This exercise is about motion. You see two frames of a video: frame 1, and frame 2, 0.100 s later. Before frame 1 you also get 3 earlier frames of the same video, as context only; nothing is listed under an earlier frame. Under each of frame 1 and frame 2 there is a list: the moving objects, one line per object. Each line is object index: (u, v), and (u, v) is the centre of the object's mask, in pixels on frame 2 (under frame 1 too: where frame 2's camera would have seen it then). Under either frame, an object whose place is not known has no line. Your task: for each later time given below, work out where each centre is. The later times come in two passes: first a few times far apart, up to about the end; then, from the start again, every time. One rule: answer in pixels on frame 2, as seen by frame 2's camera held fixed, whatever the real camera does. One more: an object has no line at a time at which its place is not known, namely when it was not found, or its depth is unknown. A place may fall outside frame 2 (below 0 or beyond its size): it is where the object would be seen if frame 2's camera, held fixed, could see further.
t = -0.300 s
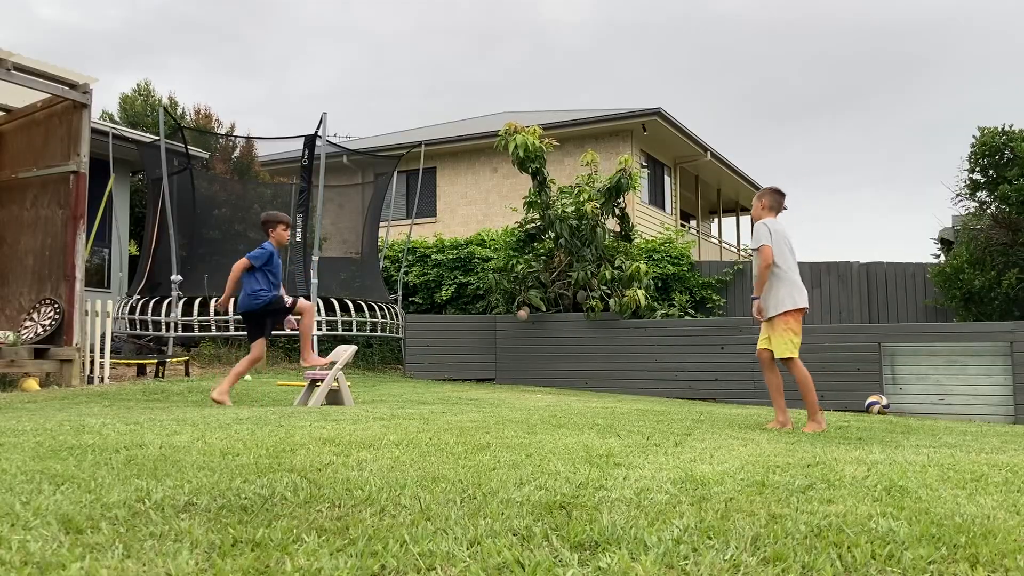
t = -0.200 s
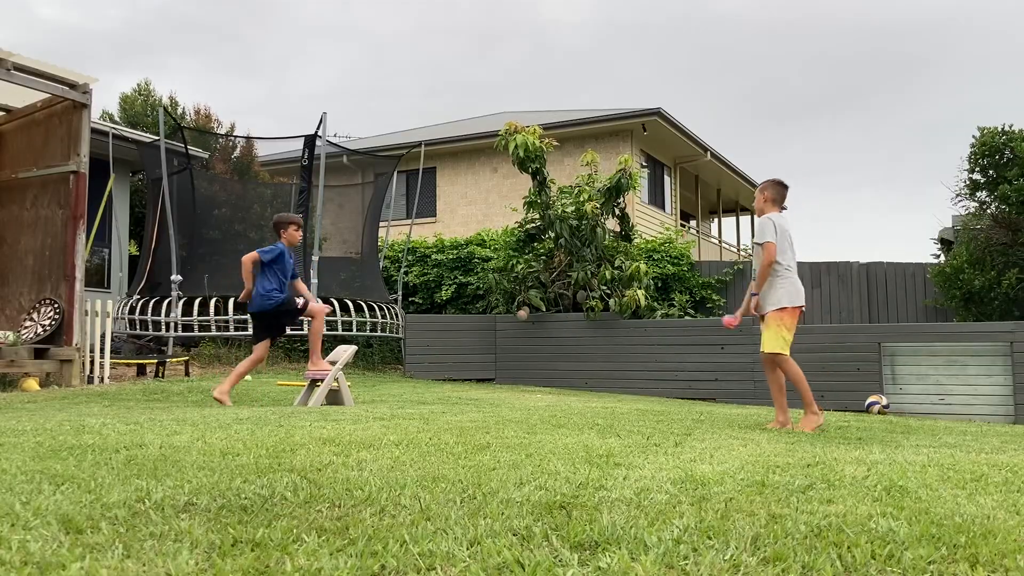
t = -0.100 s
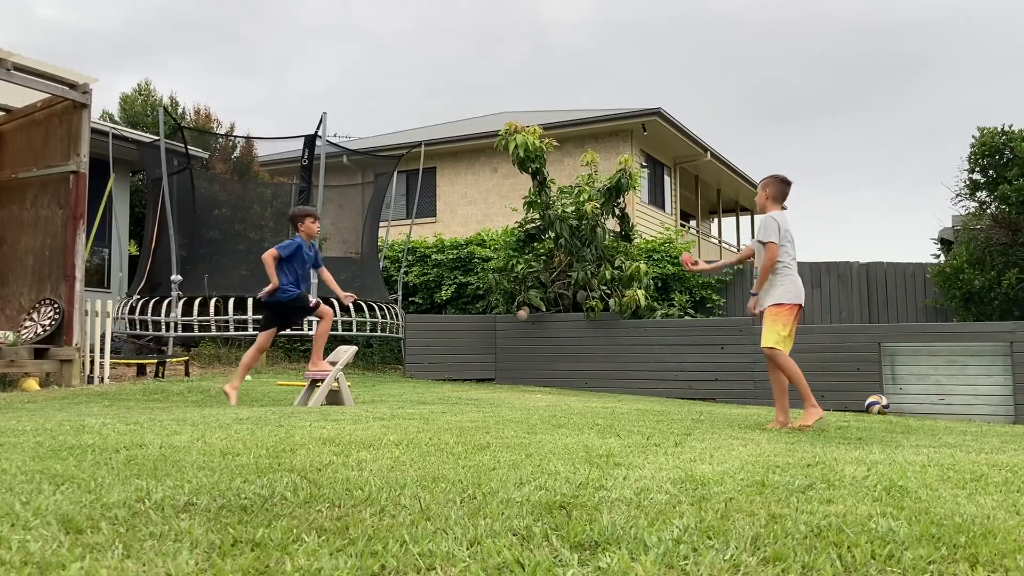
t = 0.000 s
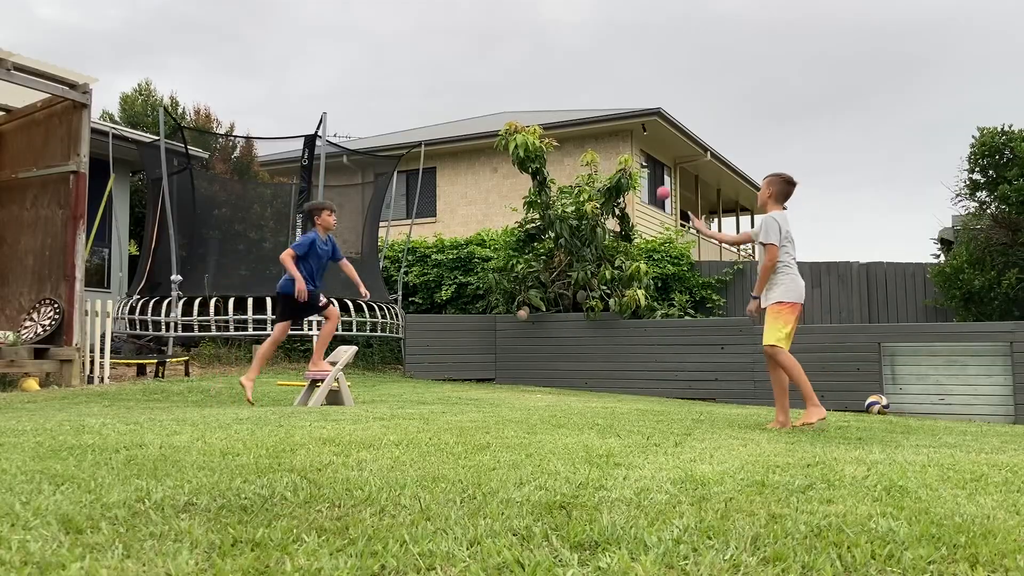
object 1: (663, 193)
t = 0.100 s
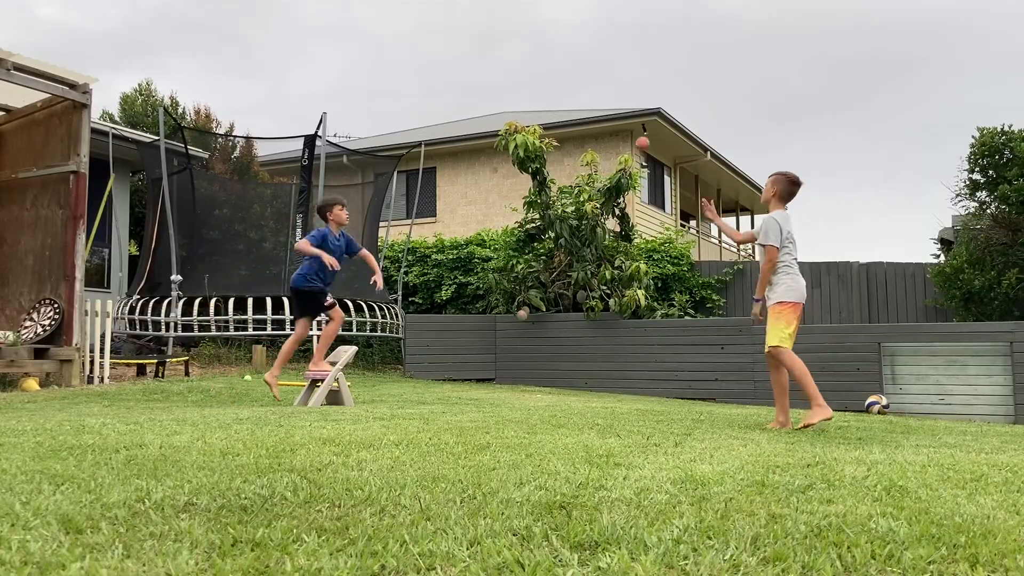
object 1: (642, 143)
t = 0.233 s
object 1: (616, 102)
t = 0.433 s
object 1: (580, 89)
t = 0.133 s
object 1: (636, 130)
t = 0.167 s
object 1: (629, 119)
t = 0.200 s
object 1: (622, 109)
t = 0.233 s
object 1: (616, 102)
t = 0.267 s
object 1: (610, 96)
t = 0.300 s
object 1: (604, 91)
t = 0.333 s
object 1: (598, 88)
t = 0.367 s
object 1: (592, 87)
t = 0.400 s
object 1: (586, 87)
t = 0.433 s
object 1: (580, 89)
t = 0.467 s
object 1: (574, 92)
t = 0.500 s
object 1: (569, 96)
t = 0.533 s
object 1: (564, 102)
